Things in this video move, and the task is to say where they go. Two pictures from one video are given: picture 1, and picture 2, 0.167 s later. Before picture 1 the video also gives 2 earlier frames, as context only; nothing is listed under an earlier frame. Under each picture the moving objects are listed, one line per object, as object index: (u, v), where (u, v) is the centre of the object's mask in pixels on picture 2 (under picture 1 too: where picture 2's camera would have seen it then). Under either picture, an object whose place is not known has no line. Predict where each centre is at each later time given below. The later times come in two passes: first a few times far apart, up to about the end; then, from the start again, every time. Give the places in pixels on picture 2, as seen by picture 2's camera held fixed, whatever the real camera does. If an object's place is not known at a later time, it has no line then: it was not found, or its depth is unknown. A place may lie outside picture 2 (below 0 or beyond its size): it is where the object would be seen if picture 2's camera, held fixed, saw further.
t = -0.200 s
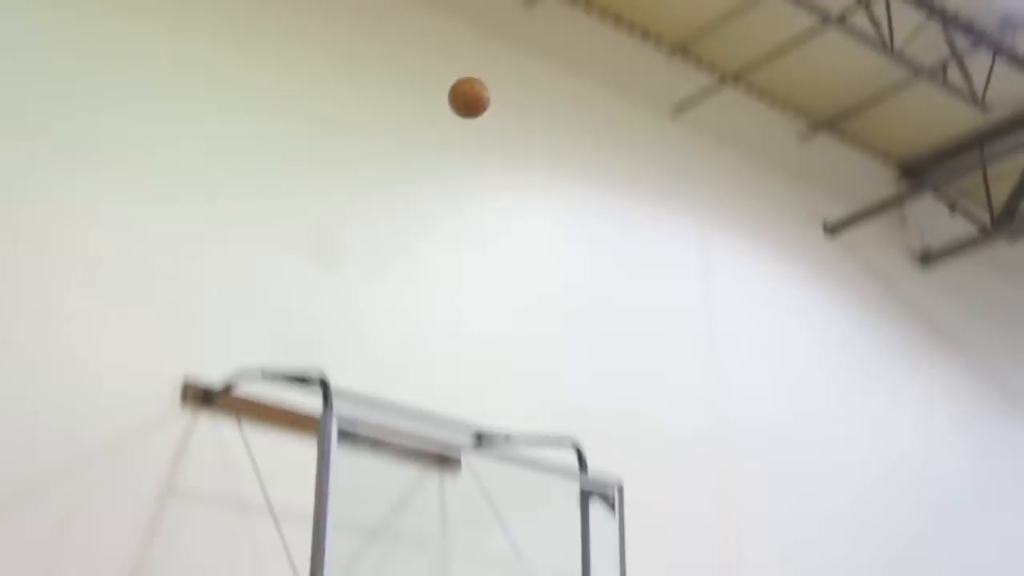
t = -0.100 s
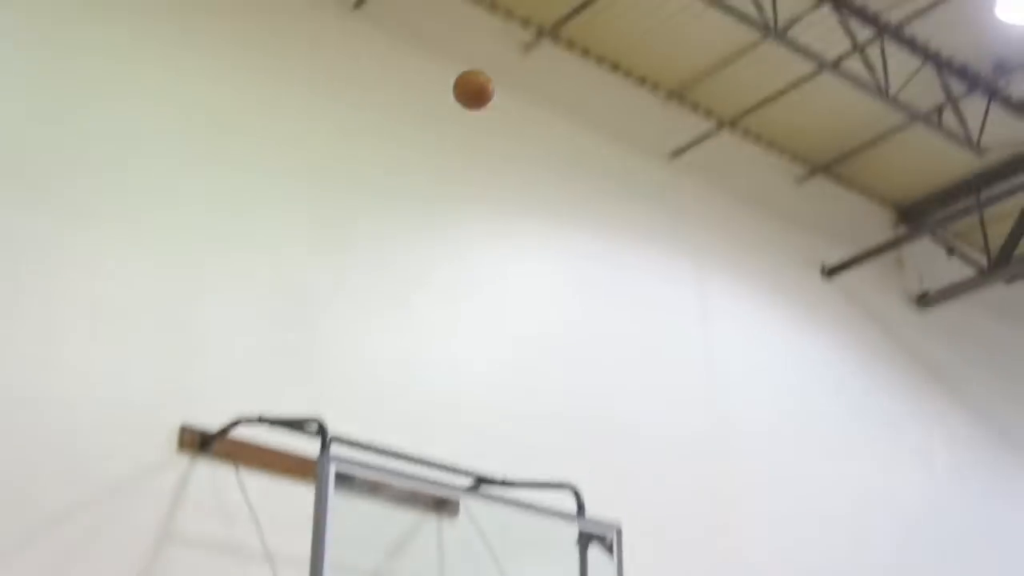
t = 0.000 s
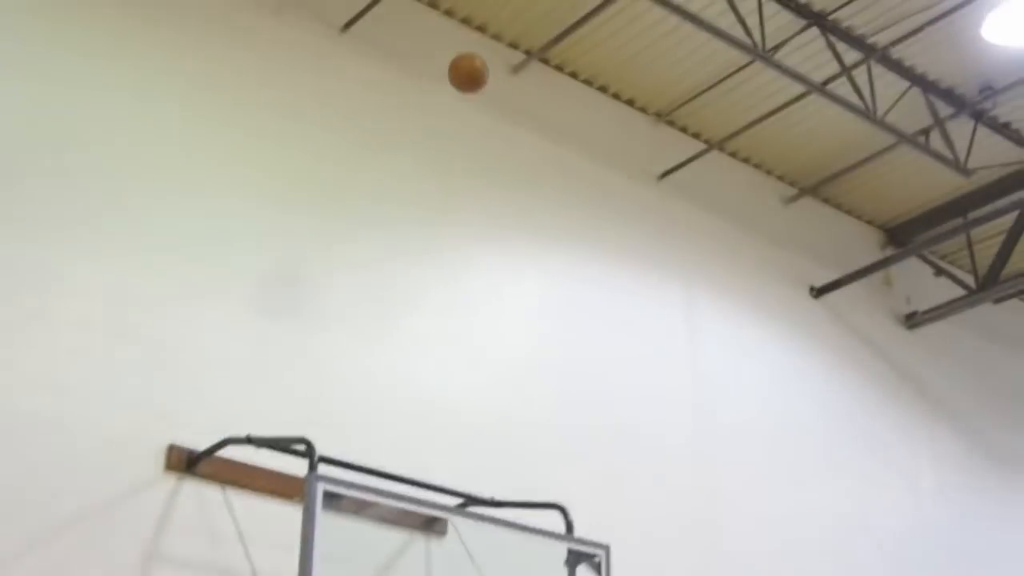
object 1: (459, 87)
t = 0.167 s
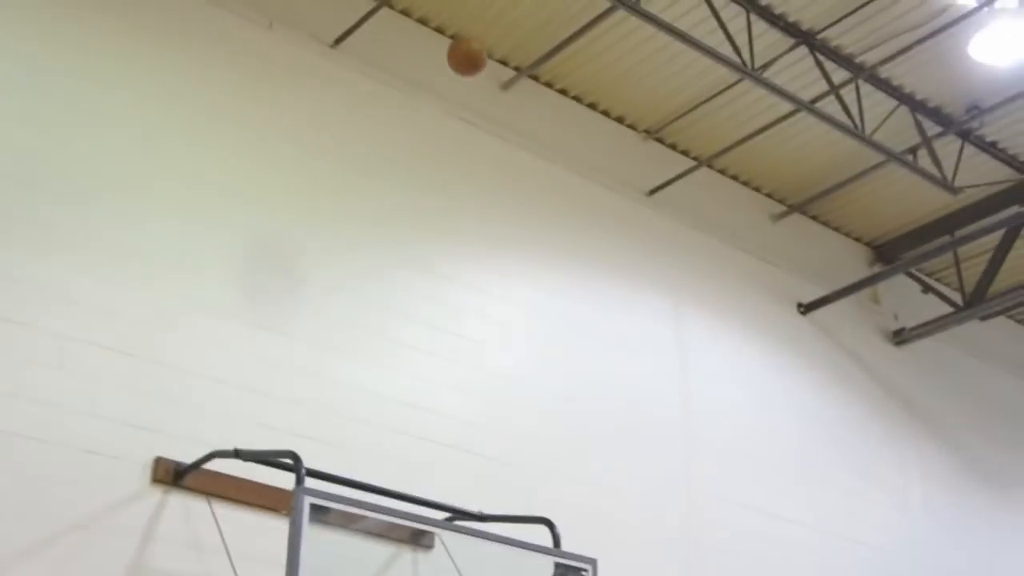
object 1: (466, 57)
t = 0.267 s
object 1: (472, 56)
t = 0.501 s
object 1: (482, 103)
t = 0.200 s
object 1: (468, 55)
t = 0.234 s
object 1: (469, 55)
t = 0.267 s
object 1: (472, 56)
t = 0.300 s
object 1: (473, 58)
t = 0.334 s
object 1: (474, 61)
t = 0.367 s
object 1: (475, 67)
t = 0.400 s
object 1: (478, 73)
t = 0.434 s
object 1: (479, 81)
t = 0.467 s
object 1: (481, 91)
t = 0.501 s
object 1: (482, 103)
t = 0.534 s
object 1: (484, 117)
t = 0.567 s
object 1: (486, 132)
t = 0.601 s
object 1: (487, 149)
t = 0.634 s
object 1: (489, 167)
